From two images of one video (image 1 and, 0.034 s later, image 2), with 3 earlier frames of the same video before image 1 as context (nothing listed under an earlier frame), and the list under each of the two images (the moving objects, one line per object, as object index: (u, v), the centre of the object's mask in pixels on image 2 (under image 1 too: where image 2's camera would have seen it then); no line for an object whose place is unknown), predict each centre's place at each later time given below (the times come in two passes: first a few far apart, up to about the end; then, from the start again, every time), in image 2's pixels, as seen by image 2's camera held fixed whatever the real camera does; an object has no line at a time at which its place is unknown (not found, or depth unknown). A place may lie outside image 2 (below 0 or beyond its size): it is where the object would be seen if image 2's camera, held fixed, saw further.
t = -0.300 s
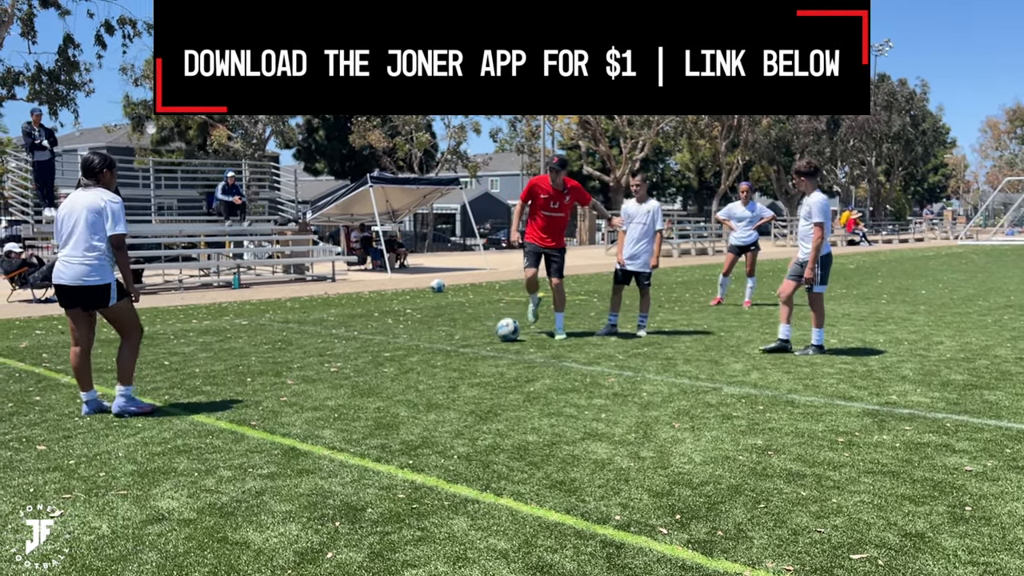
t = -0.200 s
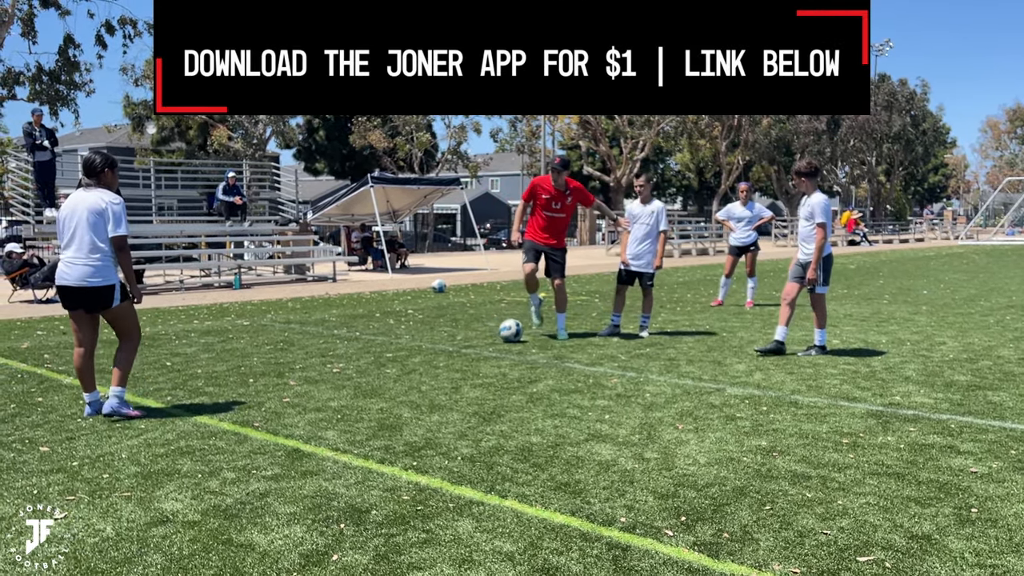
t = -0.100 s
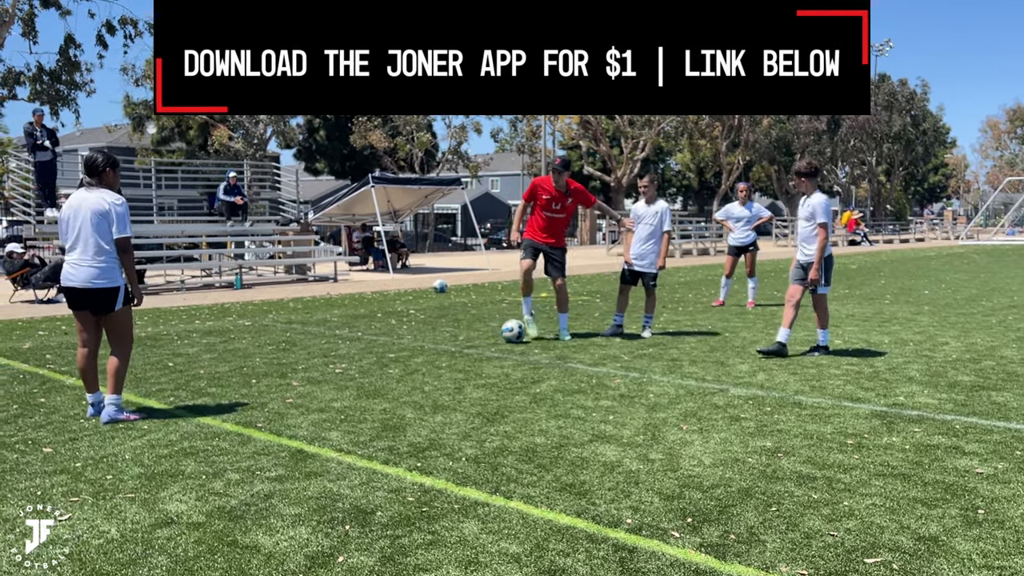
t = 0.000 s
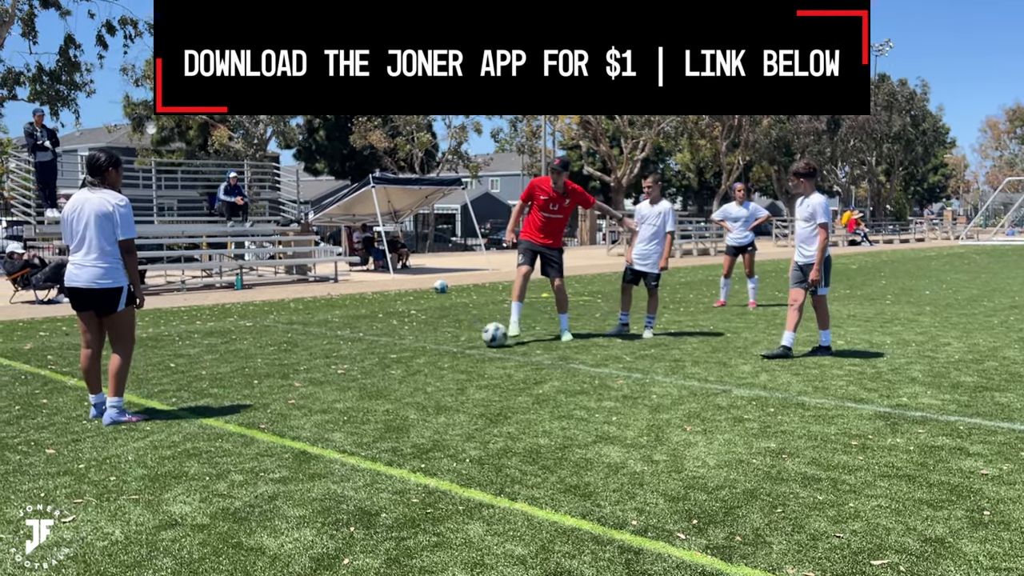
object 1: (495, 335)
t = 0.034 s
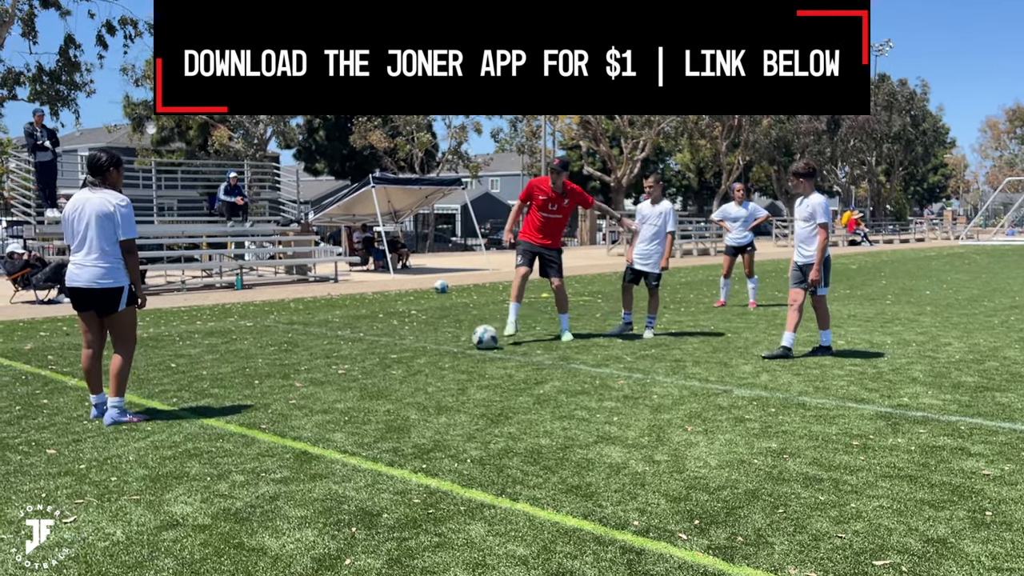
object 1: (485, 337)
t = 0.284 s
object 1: (418, 347)
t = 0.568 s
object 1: (355, 358)
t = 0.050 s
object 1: (480, 338)
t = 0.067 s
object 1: (475, 339)
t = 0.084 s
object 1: (470, 340)
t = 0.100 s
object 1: (466, 340)
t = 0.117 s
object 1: (461, 340)
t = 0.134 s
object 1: (456, 342)
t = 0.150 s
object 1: (452, 343)
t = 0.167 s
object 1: (447, 343)
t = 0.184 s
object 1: (443, 344)
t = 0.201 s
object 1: (439, 345)
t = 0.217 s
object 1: (434, 345)
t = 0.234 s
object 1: (430, 346)
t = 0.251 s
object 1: (426, 347)
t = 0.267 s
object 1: (422, 347)
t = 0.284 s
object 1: (418, 347)
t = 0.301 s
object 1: (414, 348)
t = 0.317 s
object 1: (411, 349)
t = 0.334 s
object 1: (407, 350)
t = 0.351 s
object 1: (404, 350)
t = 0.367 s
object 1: (400, 351)
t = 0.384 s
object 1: (396, 351)
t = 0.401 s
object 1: (392, 352)
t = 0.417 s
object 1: (389, 353)
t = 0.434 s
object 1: (385, 353)
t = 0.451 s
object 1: (382, 354)
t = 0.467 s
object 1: (378, 355)
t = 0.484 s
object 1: (374, 356)
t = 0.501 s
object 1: (370, 356)
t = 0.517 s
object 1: (366, 357)
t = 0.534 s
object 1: (362, 357)
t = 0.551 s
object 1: (358, 357)
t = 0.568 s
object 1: (355, 358)
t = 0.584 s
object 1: (350, 359)
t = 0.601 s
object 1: (347, 360)
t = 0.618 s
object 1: (343, 361)
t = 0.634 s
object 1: (339, 361)
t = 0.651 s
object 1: (335, 361)
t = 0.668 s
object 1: (332, 361)
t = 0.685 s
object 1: (328, 362)
